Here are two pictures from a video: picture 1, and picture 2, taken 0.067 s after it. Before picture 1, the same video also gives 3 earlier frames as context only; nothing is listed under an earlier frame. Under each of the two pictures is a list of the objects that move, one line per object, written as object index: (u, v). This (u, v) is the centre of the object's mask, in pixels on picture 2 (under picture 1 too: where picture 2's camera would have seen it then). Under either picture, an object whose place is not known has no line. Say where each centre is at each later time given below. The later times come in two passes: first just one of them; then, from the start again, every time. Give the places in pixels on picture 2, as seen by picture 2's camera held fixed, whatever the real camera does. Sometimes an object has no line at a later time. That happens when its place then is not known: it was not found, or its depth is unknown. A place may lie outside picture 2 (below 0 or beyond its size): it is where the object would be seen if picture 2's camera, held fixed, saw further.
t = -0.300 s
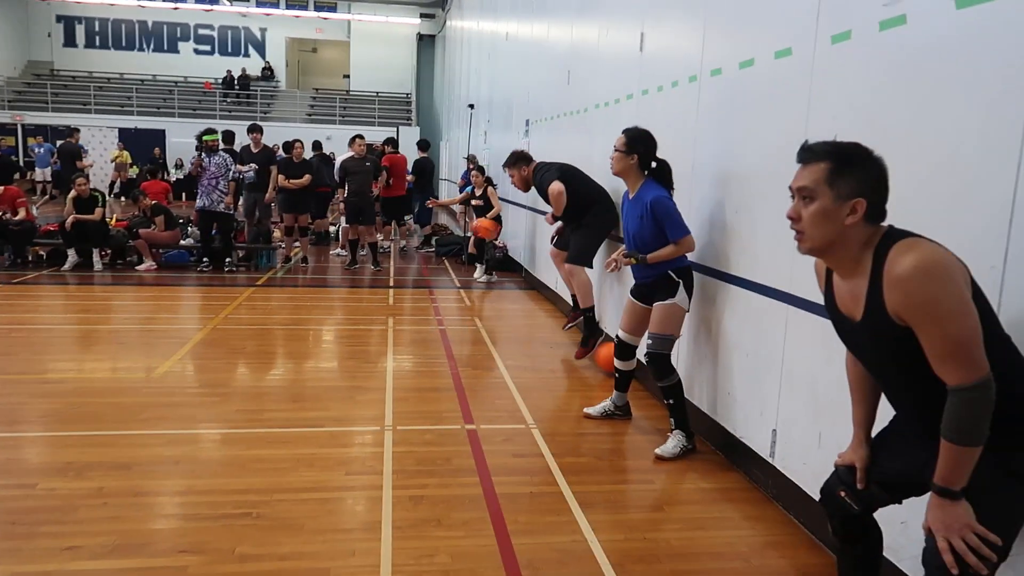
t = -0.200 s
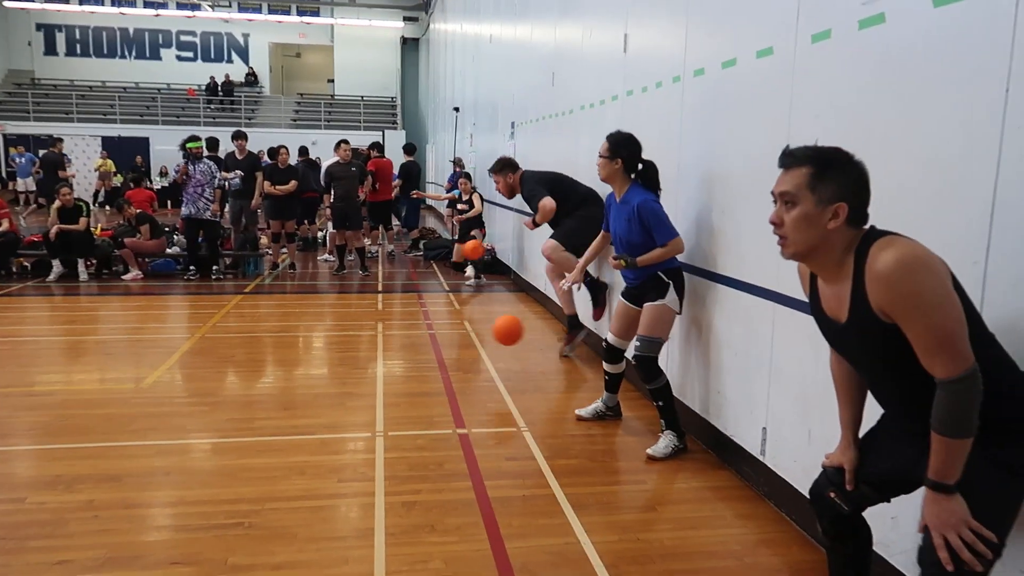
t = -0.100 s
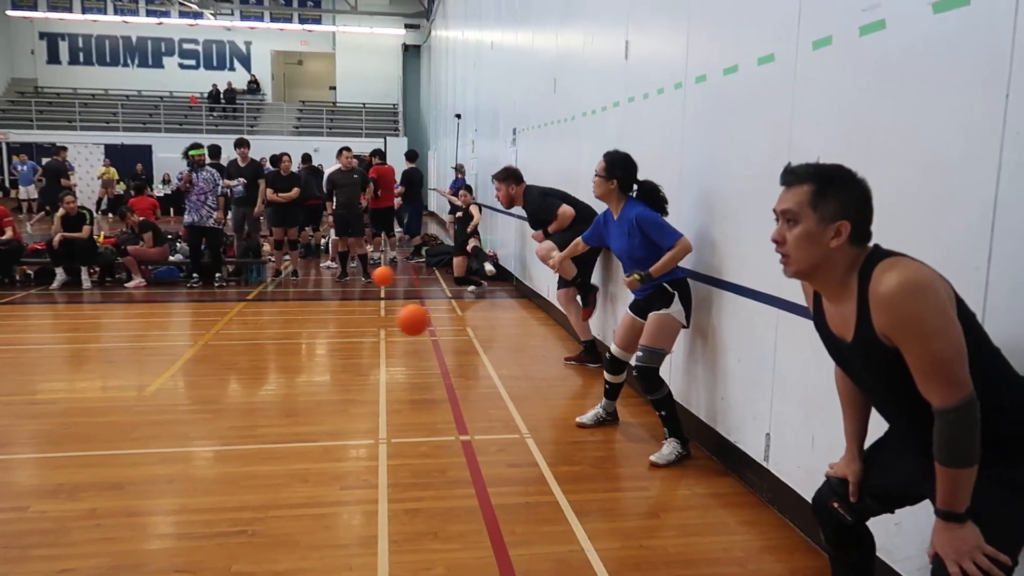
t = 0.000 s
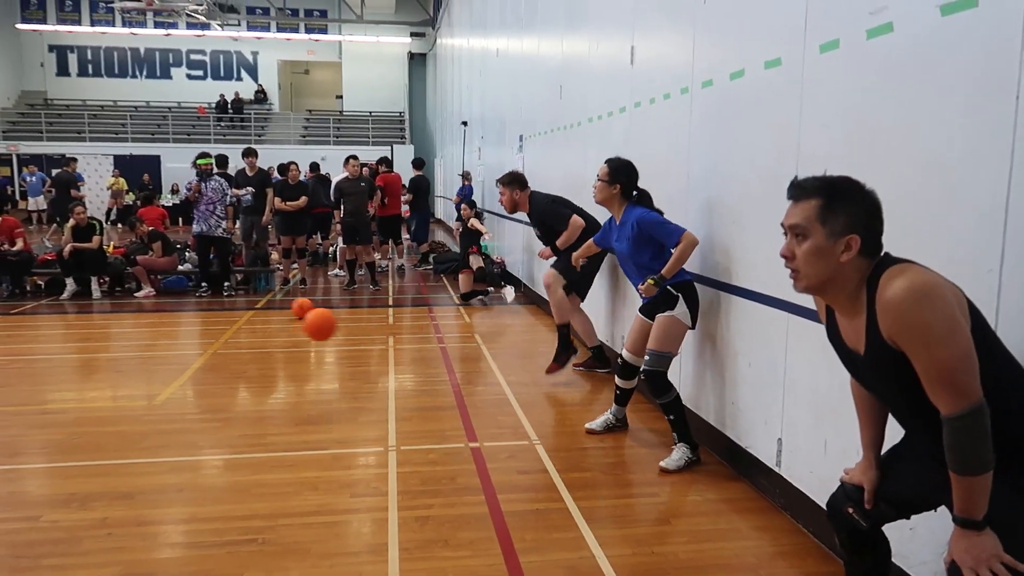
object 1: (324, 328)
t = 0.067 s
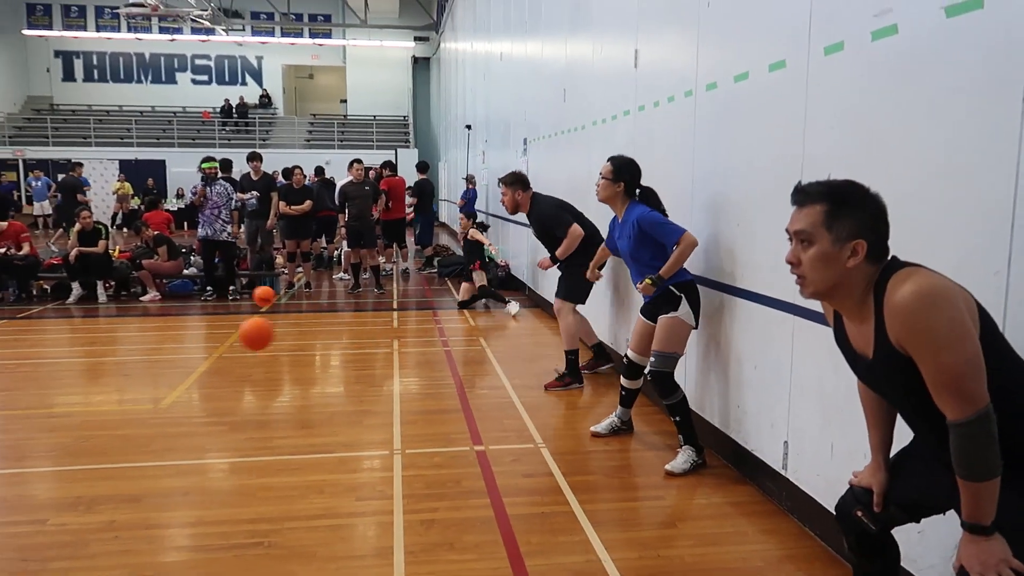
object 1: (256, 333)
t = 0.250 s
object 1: (61, 386)
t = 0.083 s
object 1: (238, 336)
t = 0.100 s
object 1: (221, 339)
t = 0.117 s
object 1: (204, 343)
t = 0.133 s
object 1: (185, 347)
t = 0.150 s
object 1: (168, 351)
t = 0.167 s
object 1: (150, 356)
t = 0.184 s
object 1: (132, 361)
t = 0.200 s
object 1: (114, 367)
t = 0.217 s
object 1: (96, 373)
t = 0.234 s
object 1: (79, 379)
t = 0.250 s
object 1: (61, 386)
